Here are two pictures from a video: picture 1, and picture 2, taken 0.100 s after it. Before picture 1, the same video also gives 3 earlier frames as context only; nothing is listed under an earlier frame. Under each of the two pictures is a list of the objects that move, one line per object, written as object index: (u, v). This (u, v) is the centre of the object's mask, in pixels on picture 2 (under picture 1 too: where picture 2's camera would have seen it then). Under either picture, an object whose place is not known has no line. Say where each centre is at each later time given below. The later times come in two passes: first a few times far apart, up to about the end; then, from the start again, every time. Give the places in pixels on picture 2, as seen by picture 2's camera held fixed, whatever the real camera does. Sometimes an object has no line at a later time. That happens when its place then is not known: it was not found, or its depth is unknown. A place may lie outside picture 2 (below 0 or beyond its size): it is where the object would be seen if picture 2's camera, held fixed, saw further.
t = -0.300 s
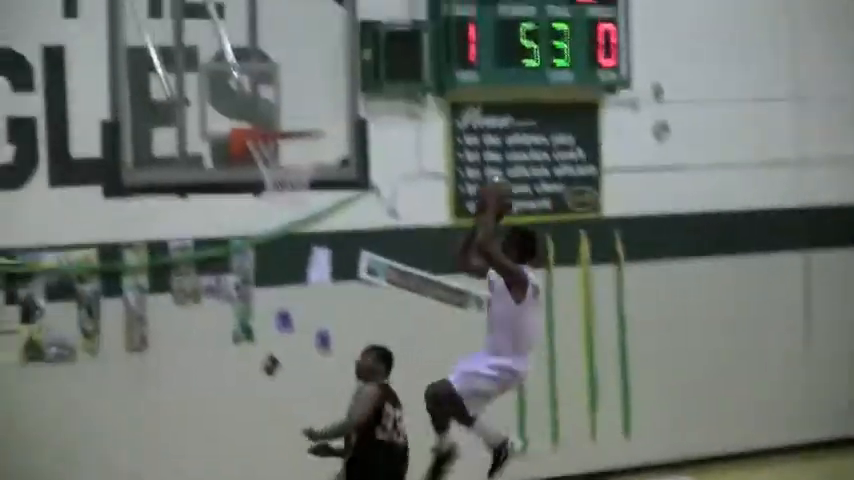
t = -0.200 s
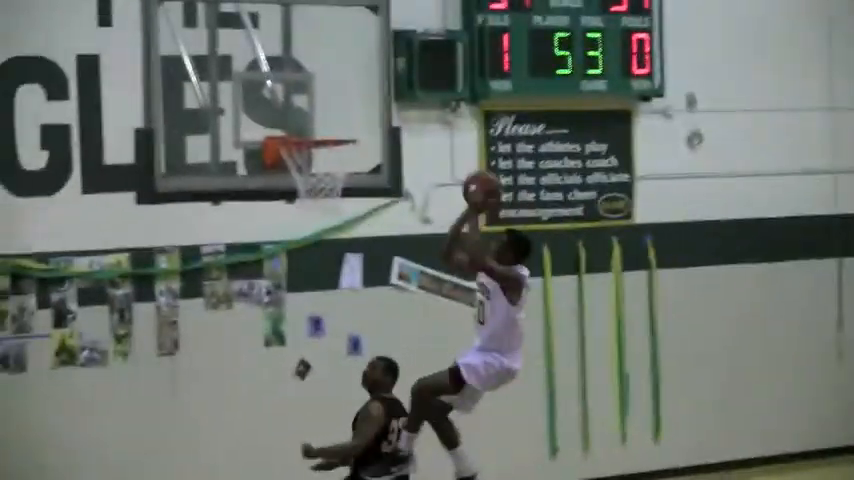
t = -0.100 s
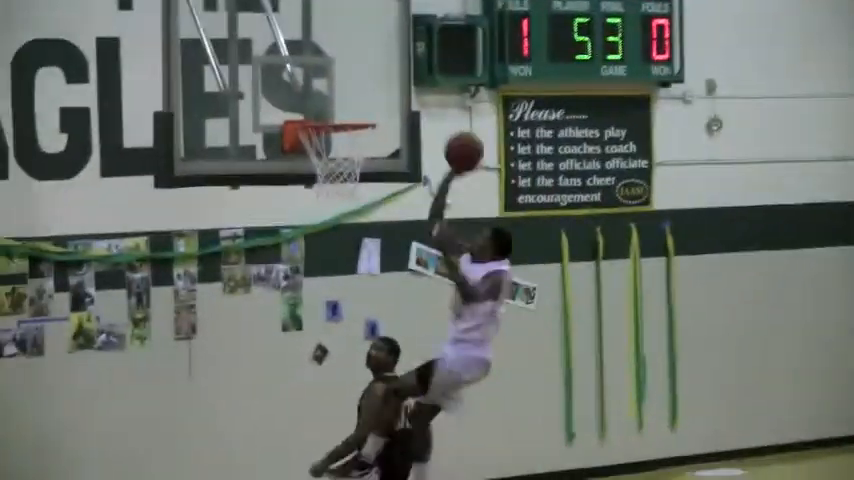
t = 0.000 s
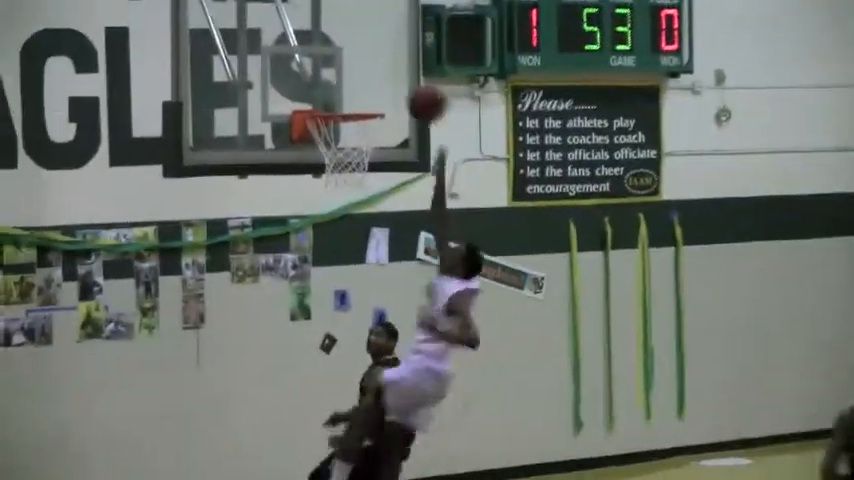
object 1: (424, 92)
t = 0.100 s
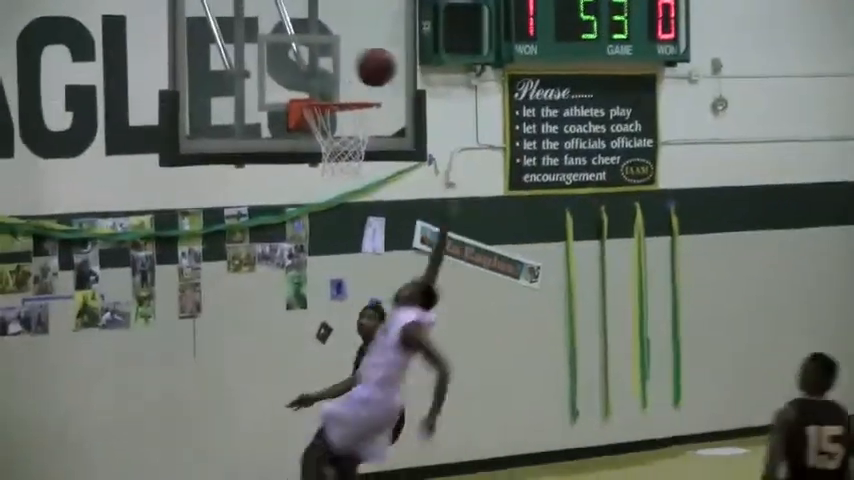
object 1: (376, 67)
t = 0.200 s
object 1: (352, 60)
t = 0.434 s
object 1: (351, 109)
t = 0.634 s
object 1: (313, 171)
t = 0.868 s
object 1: (306, 255)
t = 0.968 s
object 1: (302, 321)
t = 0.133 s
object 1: (360, 62)
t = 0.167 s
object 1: (351, 60)
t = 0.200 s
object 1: (352, 60)
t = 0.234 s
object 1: (353, 63)
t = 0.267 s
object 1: (353, 67)
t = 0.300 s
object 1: (354, 73)
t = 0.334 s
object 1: (354, 81)
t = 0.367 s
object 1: (355, 88)
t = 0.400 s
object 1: (355, 102)
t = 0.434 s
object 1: (351, 109)
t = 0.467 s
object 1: (342, 124)
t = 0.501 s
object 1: (332, 131)
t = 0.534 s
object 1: (326, 145)
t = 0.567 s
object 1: (318, 155)
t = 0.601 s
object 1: (313, 160)
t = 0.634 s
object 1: (313, 171)
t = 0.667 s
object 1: (311, 176)
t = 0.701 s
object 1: (310, 183)
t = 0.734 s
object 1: (309, 193)
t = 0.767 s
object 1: (308, 206)
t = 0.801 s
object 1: (307, 221)
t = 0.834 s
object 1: (306, 237)
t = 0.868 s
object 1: (306, 255)
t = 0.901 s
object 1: (305, 276)
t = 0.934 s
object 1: (304, 298)
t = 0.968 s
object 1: (302, 321)
